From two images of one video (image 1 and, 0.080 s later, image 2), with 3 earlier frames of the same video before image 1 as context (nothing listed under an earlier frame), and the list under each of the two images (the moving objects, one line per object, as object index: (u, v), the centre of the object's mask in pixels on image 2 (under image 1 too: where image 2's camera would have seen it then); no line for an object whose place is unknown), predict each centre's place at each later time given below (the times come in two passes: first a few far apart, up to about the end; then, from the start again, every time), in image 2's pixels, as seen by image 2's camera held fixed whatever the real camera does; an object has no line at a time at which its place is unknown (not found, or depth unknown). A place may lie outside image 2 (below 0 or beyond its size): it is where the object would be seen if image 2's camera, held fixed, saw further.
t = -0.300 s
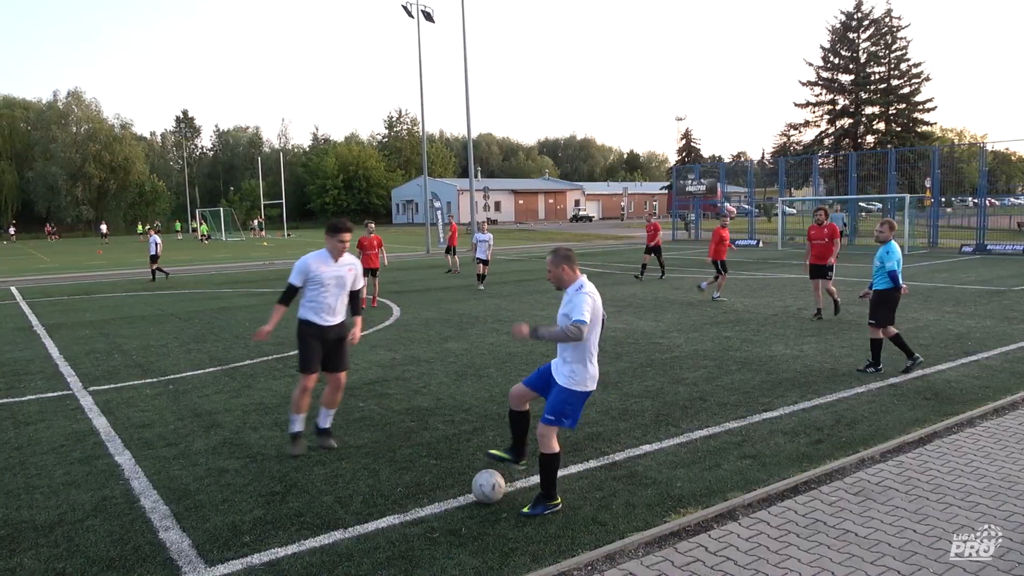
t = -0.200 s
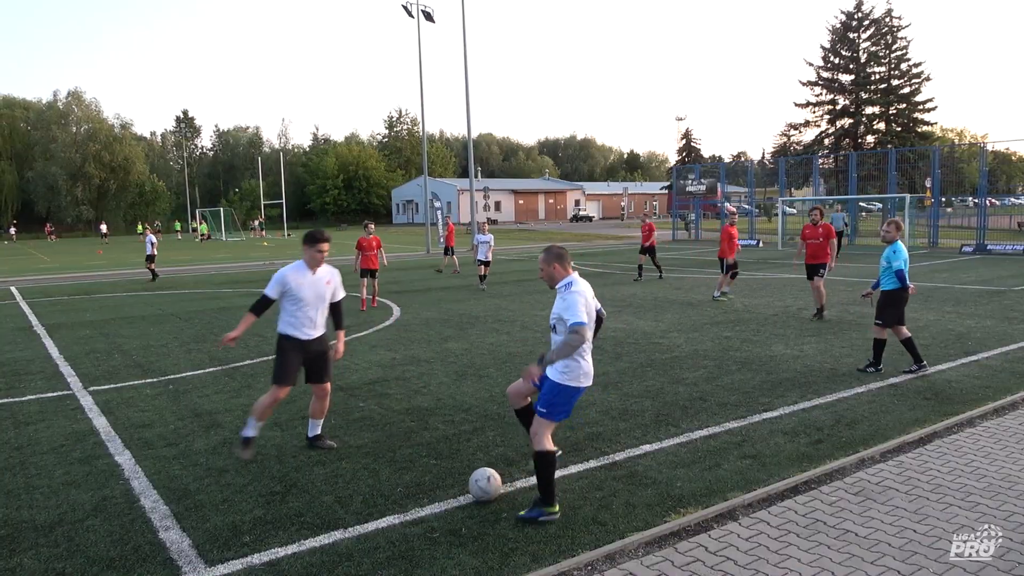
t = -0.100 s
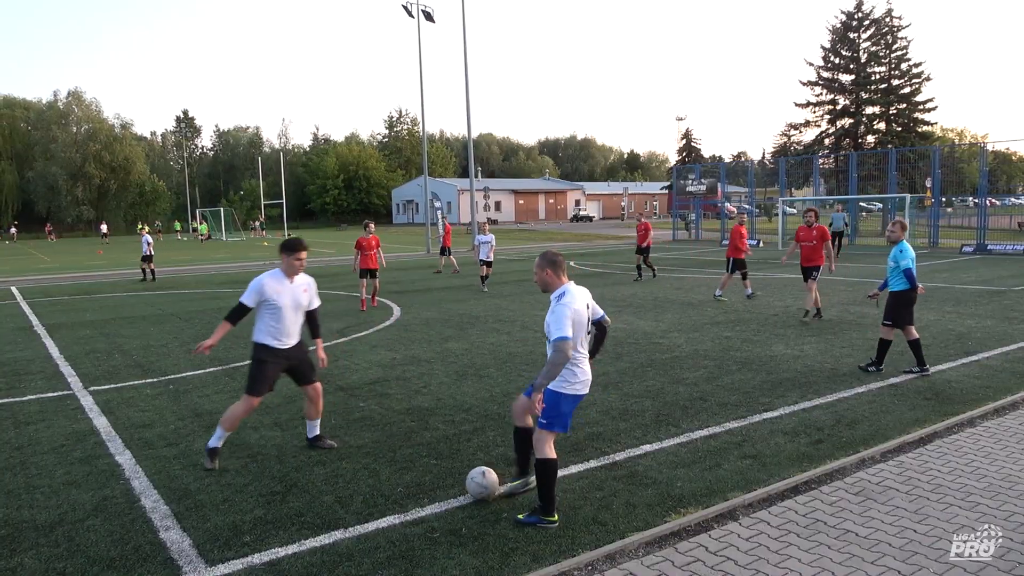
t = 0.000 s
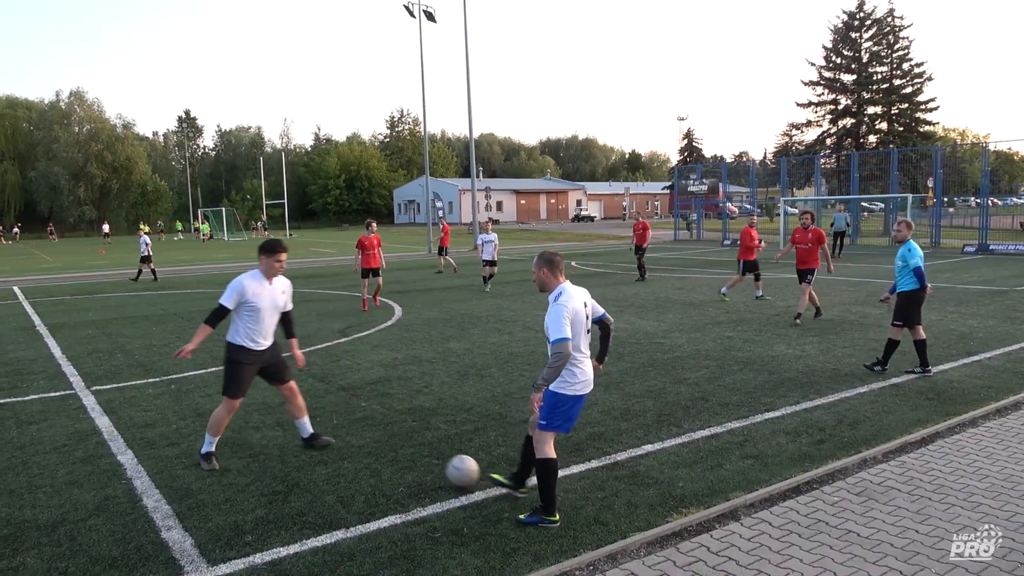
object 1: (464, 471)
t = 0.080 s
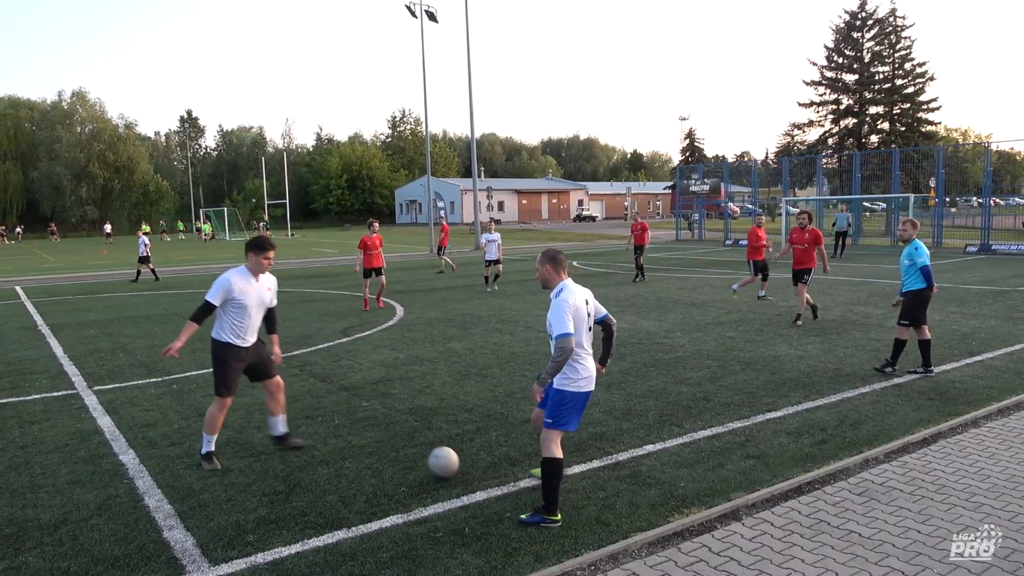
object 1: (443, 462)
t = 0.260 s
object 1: (413, 448)
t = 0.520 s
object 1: (385, 433)
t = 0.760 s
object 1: (363, 421)
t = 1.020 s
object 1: (344, 410)
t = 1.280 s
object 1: (328, 401)
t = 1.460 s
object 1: (319, 395)
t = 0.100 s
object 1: (439, 460)
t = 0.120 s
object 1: (435, 458)
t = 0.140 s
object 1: (432, 456)
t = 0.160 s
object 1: (428, 455)
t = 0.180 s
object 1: (424, 453)
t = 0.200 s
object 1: (421, 452)
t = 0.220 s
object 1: (419, 450)
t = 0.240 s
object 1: (416, 449)
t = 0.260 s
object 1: (413, 448)
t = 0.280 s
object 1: (411, 446)
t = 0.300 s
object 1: (408, 445)
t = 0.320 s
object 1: (406, 444)
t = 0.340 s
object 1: (404, 443)
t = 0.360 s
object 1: (402, 442)
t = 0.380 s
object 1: (400, 440)
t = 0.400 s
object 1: (397, 439)
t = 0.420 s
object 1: (395, 438)
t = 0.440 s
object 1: (393, 437)
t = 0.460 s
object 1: (391, 436)
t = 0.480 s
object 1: (389, 435)
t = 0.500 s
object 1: (387, 434)
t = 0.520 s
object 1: (385, 433)
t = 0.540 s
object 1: (383, 431)
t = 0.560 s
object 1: (381, 430)
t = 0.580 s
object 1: (379, 430)
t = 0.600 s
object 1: (377, 429)
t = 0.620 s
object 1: (375, 428)
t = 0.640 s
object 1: (374, 426)
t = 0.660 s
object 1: (372, 426)
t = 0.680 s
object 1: (370, 425)
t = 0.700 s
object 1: (368, 424)
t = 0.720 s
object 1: (367, 422)
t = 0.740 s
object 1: (365, 422)
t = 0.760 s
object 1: (363, 421)
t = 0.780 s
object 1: (361, 420)
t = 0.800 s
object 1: (360, 419)
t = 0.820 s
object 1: (358, 418)
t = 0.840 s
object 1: (356, 418)
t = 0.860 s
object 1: (355, 417)
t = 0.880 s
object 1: (353, 416)
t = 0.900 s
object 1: (352, 415)
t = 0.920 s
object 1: (350, 414)
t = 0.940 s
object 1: (349, 413)
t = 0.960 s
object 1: (347, 412)
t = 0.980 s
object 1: (346, 412)
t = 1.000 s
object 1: (345, 411)
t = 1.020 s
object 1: (344, 410)
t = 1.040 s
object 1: (342, 409)
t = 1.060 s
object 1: (341, 409)
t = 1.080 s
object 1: (340, 408)
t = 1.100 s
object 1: (338, 407)
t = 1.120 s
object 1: (337, 406)
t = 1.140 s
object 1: (336, 405)
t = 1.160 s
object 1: (335, 405)
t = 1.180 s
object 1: (334, 404)
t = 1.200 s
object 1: (333, 403)
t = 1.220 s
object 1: (332, 402)
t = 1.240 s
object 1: (331, 402)
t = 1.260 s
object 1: (330, 402)
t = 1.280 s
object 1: (328, 401)
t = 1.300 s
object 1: (327, 400)
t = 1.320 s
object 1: (326, 400)
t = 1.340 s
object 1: (325, 399)
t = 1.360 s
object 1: (324, 398)
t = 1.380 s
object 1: (323, 398)
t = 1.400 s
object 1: (322, 397)
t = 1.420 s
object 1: (321, 397)
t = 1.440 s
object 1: (320, 396)
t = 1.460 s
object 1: (319, 395)
